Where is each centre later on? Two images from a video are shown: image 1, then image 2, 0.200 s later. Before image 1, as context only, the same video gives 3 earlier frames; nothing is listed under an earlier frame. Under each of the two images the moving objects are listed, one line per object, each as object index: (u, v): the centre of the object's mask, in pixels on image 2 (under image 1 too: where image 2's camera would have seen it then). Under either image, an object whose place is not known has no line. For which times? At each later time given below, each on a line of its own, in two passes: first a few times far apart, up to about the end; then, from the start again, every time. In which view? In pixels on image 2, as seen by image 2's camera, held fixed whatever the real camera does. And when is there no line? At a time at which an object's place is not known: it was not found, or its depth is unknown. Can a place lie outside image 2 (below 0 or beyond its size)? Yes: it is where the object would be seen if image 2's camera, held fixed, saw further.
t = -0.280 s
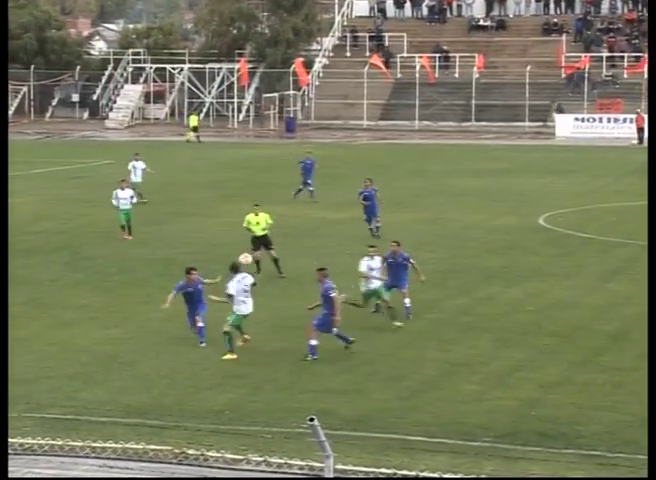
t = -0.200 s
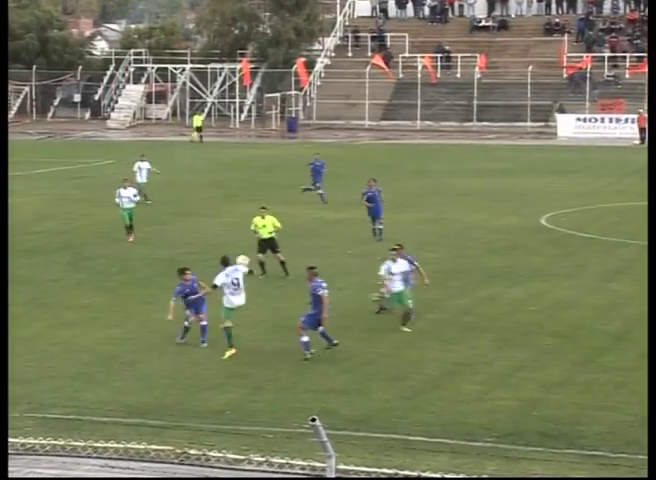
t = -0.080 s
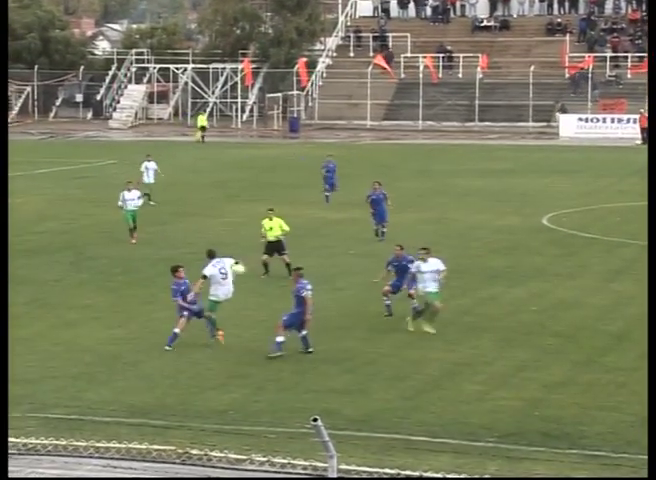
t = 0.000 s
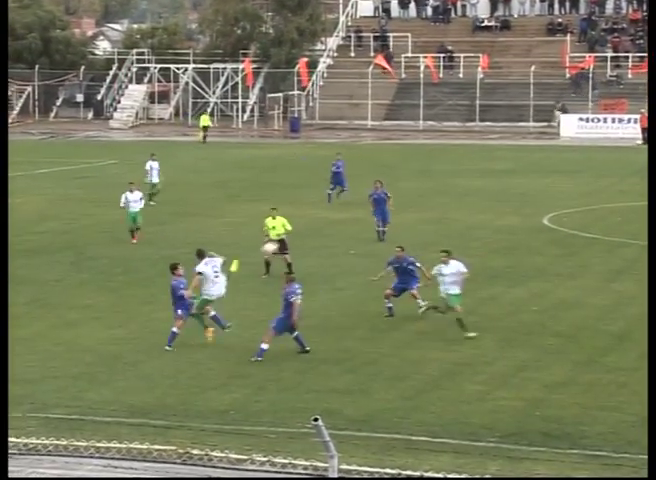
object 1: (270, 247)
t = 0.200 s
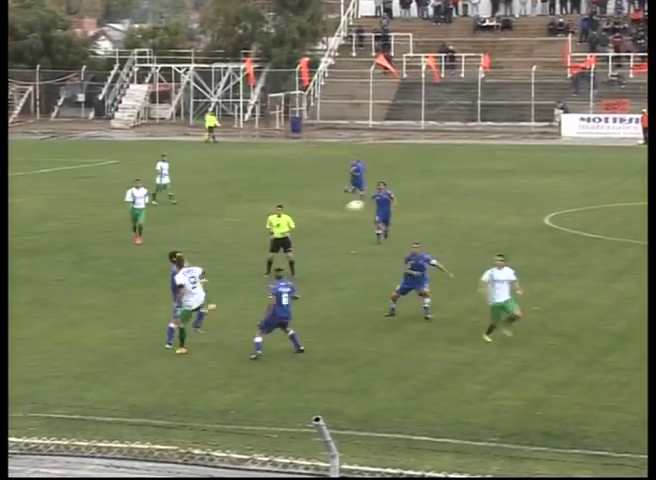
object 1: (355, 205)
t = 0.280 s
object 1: (390, 195)
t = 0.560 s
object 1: (510, 192)
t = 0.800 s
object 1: (612, 226)
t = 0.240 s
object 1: (371, 199)
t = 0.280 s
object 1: (390, 195)
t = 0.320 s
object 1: (407, 191)
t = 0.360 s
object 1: (424, 189)
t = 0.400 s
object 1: (441, 188)
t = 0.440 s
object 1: (458, 187)
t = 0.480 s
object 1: (475, 188)
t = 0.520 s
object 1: (492, 189)
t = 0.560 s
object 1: (510, 192)
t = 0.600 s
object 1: (526, 195)
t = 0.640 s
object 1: (544, 199)
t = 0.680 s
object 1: (561, 204)
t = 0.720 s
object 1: (579, 210)
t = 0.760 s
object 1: (596, 218)
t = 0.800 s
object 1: (612, 226)
